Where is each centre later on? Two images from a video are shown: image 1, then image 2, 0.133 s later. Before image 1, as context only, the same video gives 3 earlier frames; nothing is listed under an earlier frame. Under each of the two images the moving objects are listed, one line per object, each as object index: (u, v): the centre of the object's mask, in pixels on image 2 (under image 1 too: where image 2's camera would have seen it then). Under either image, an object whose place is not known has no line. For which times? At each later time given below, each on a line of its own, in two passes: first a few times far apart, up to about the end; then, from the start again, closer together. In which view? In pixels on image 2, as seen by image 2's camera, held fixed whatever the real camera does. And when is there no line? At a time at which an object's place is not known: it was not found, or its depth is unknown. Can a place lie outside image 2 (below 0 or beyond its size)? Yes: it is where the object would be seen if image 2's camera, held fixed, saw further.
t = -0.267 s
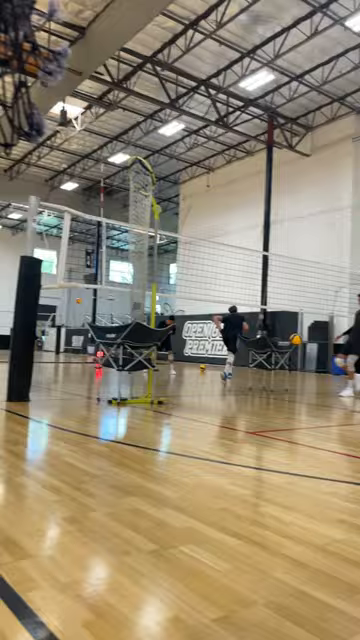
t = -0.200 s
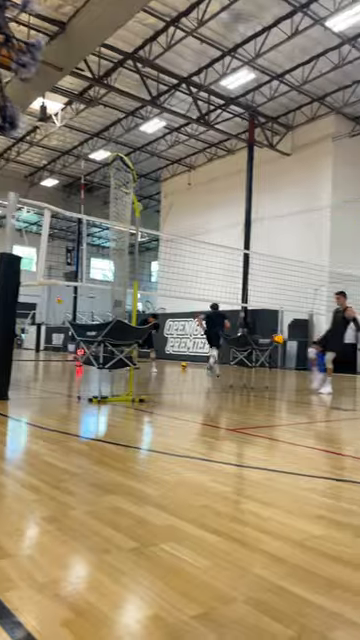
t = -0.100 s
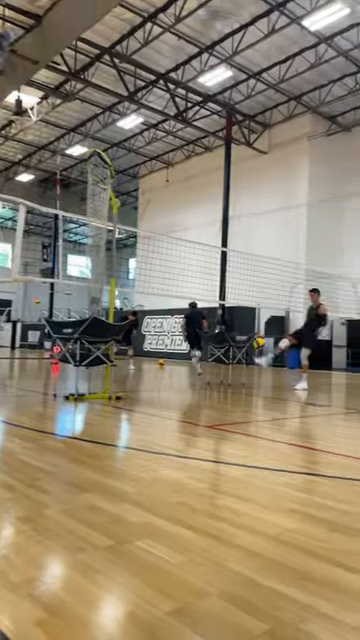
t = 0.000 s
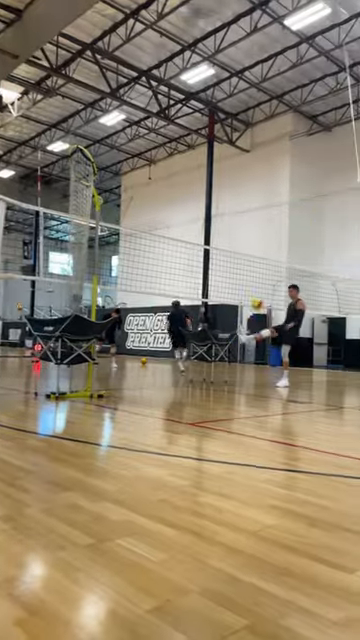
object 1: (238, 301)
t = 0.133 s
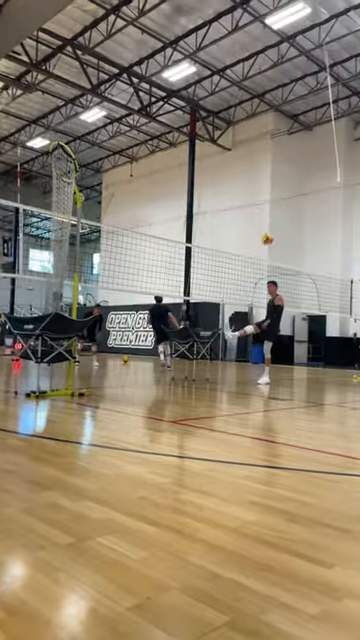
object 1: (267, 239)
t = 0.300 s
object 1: (303, 172)
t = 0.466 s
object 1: (338, 121)
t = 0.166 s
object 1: (274, 224)
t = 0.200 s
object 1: (281, 211)
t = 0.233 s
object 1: (289, 198)
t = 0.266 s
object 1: (296, 186)
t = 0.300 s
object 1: (303, 172)
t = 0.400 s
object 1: (324, 140)
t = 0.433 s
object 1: (331, 131)
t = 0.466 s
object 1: (338, 121)
